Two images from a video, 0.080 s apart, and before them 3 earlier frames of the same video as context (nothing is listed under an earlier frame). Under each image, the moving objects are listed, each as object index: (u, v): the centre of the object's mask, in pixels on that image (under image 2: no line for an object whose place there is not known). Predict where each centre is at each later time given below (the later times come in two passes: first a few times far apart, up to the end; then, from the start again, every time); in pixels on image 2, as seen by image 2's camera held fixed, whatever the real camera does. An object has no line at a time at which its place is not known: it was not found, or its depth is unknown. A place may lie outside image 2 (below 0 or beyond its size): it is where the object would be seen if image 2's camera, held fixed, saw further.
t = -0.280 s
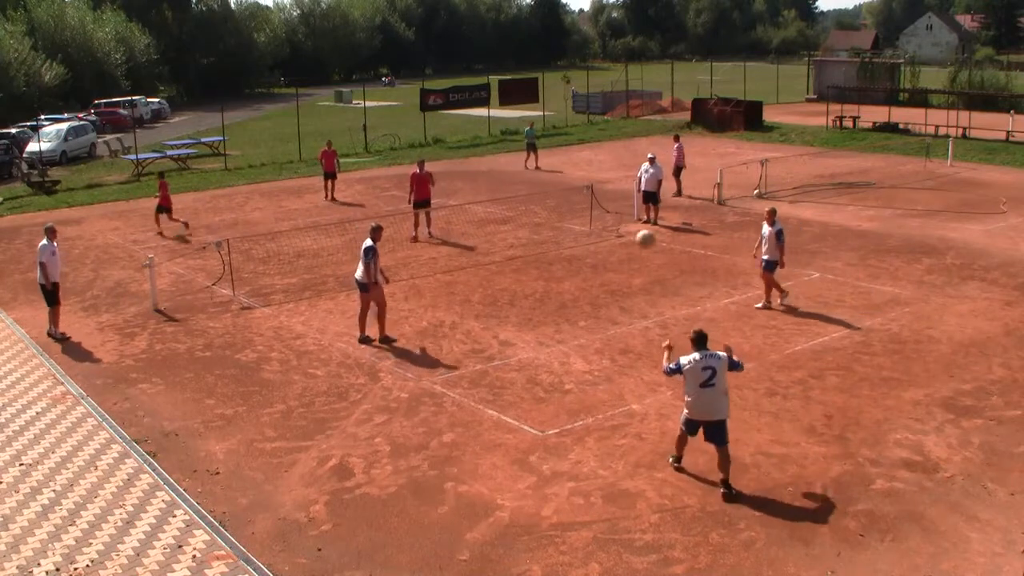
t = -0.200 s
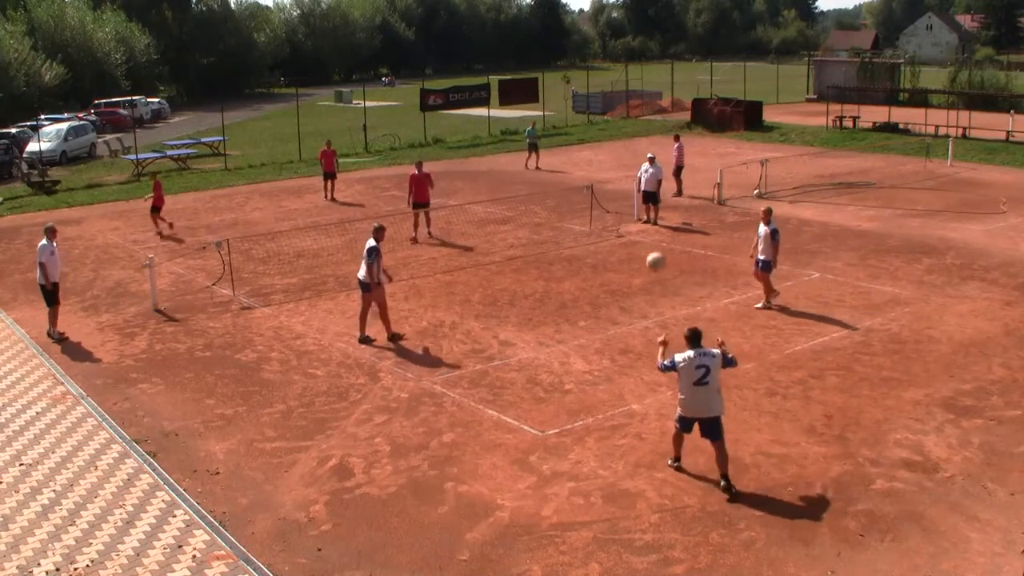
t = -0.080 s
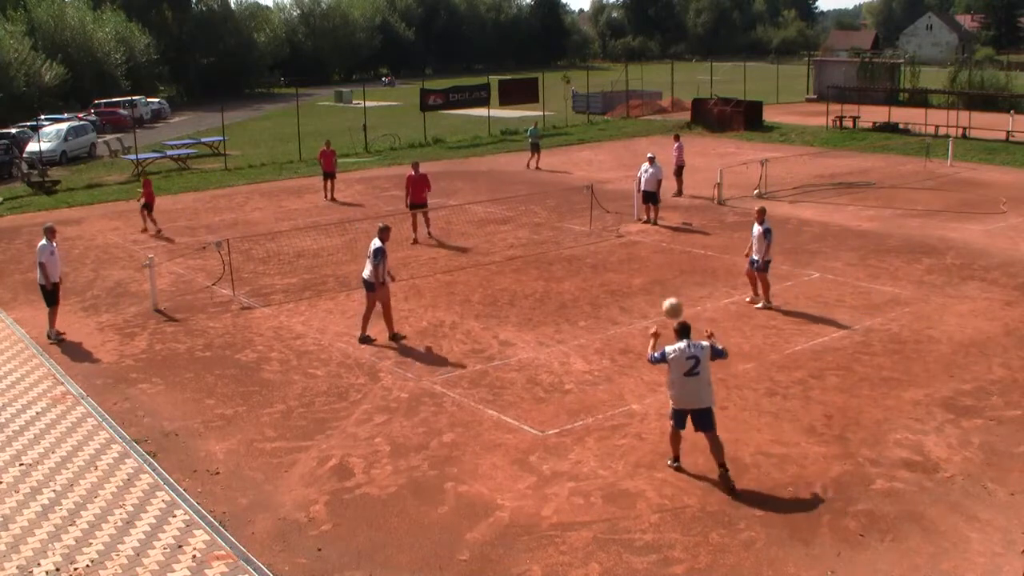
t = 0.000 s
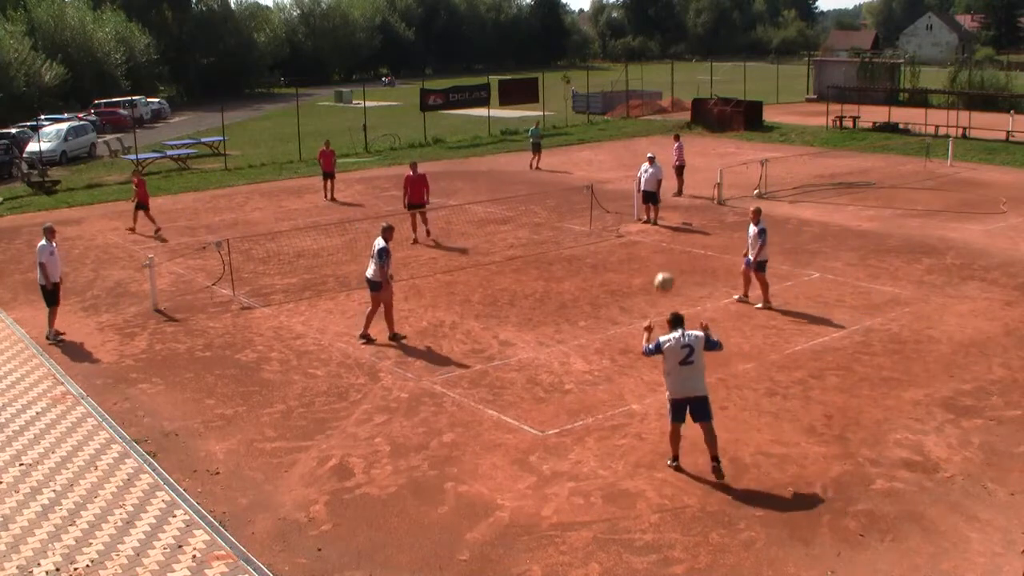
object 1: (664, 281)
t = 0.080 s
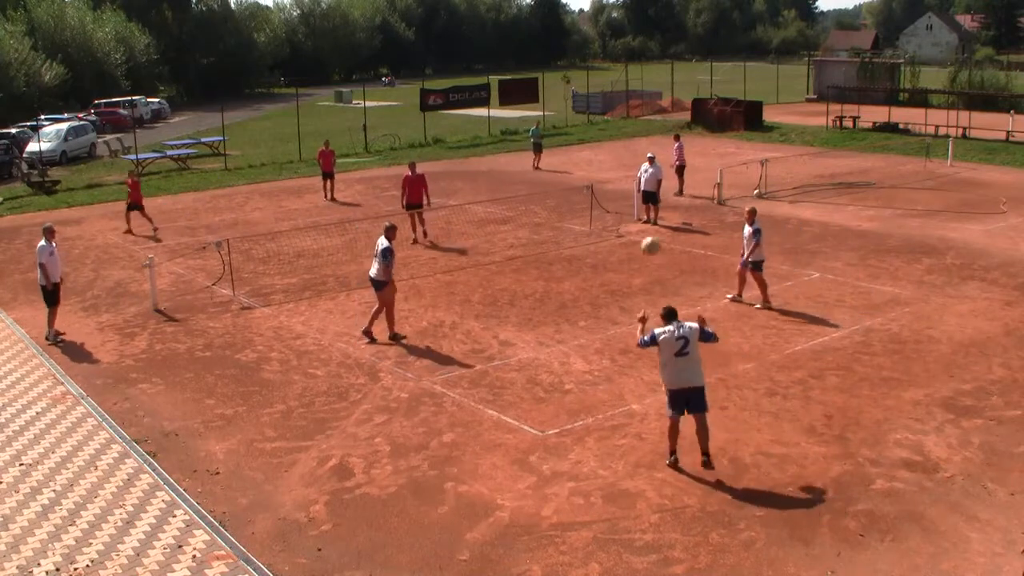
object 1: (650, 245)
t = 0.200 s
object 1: (631, 205)
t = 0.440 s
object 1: (601, 166)
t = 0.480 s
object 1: (597, 165)
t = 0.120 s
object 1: (644, 229)
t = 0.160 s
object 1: (637, 216)
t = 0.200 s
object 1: (631, 205)
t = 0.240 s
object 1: (626, 194)
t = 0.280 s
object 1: (621, 186)
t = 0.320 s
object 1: (616, 179)
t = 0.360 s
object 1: (611, 173)
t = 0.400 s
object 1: (606, 169)
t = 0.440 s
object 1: (601, 166)
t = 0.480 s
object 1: (597, 165)
